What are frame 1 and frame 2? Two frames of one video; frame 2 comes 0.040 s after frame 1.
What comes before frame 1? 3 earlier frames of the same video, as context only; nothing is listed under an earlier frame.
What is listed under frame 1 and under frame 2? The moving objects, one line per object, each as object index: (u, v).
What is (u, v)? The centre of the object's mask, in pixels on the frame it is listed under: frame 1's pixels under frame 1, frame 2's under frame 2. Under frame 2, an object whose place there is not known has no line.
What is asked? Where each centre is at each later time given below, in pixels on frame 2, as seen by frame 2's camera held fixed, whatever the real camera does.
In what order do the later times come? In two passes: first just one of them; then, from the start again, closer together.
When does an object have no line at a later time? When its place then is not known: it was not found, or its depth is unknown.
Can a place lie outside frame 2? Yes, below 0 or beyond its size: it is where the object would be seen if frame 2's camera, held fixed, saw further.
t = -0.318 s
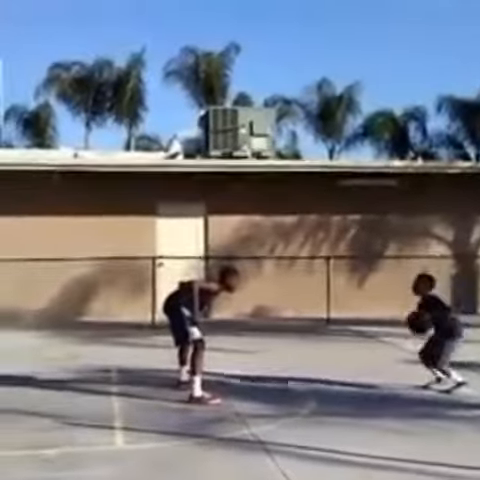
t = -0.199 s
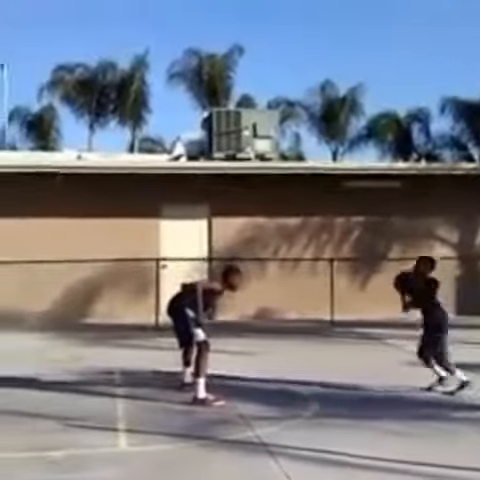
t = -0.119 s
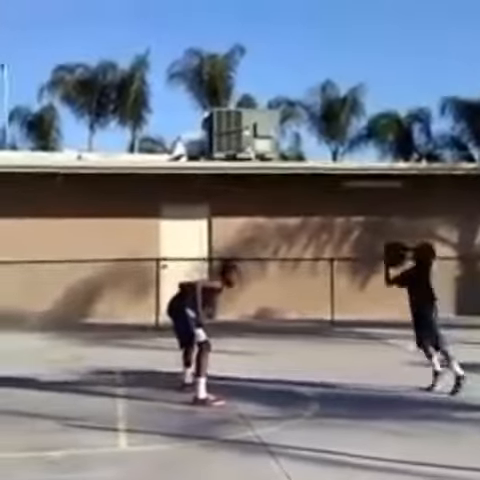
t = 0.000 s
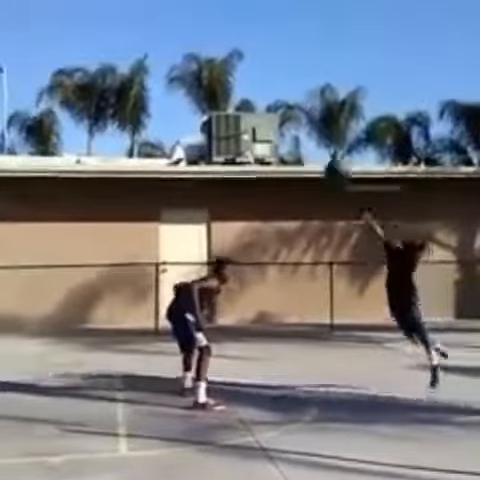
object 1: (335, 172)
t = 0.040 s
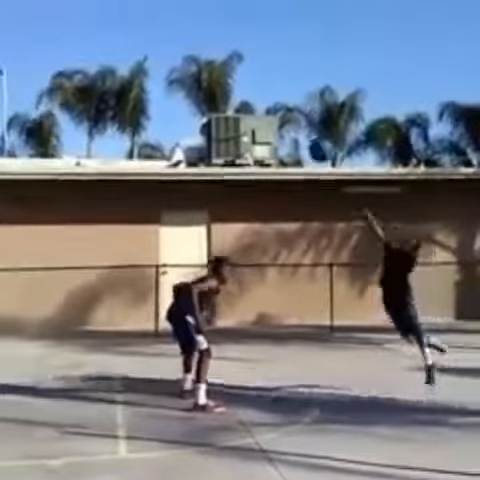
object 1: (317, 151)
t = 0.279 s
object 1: (204, 25)
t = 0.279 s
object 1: (204, 25)
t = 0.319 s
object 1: (185, 13)
